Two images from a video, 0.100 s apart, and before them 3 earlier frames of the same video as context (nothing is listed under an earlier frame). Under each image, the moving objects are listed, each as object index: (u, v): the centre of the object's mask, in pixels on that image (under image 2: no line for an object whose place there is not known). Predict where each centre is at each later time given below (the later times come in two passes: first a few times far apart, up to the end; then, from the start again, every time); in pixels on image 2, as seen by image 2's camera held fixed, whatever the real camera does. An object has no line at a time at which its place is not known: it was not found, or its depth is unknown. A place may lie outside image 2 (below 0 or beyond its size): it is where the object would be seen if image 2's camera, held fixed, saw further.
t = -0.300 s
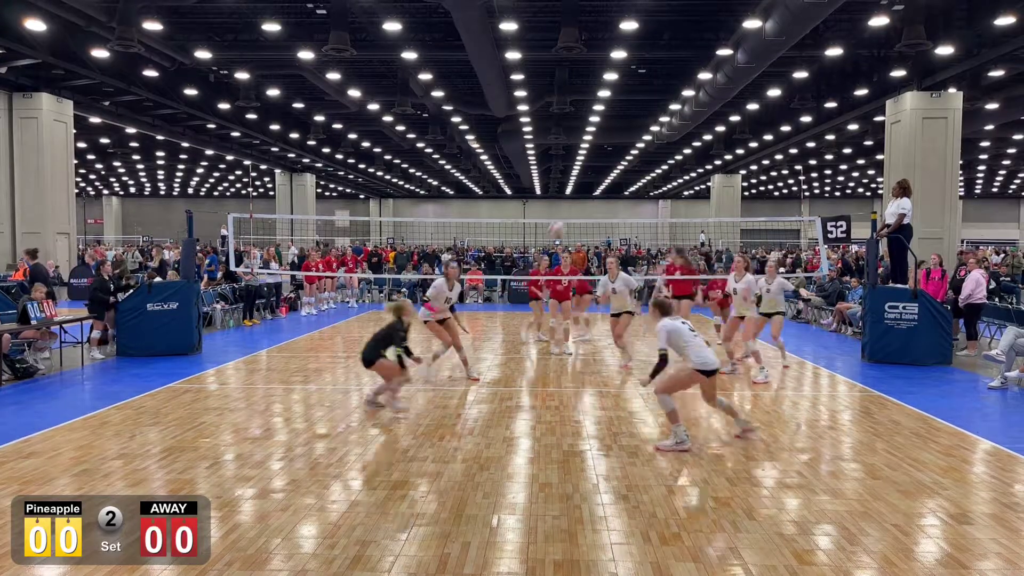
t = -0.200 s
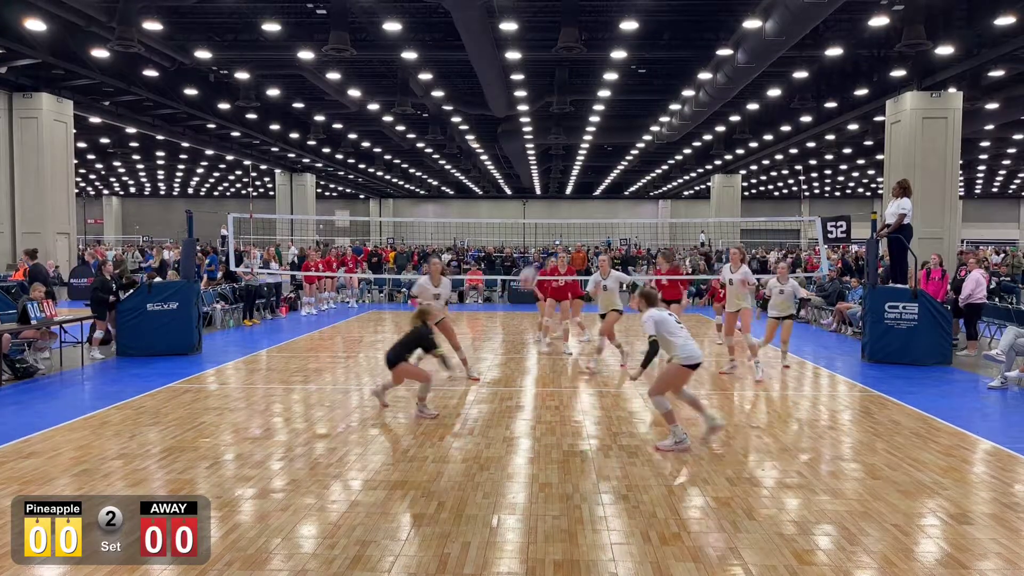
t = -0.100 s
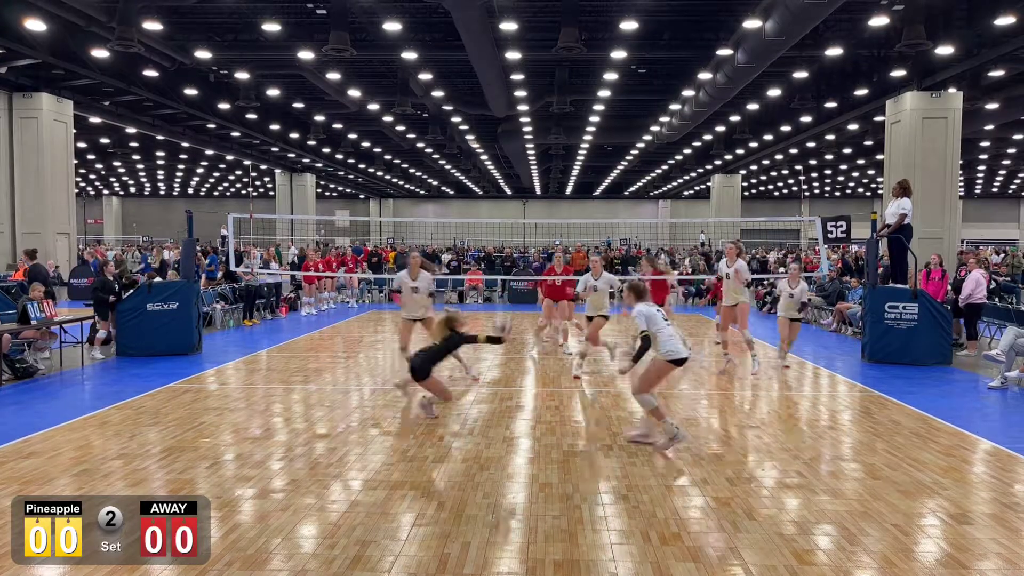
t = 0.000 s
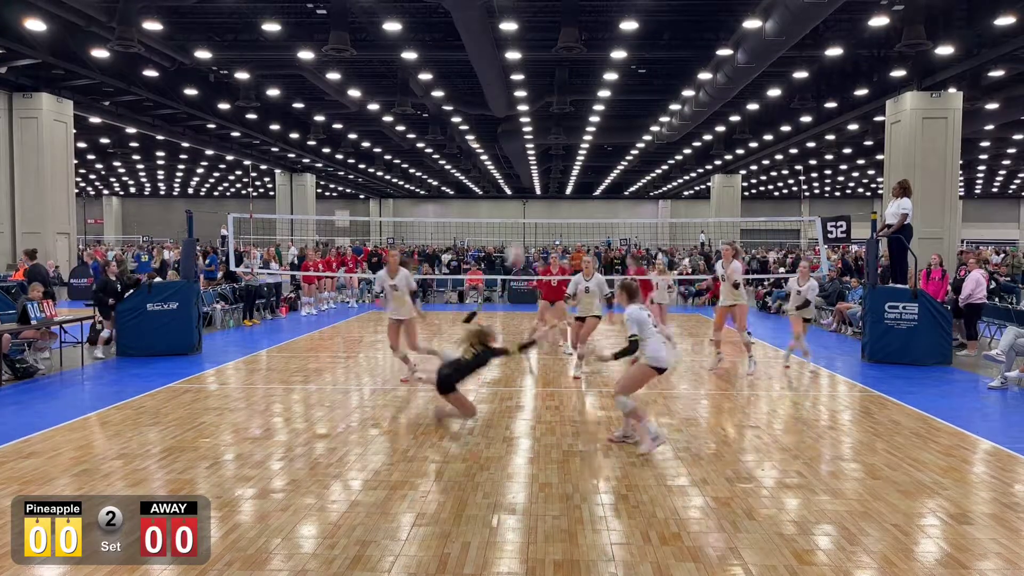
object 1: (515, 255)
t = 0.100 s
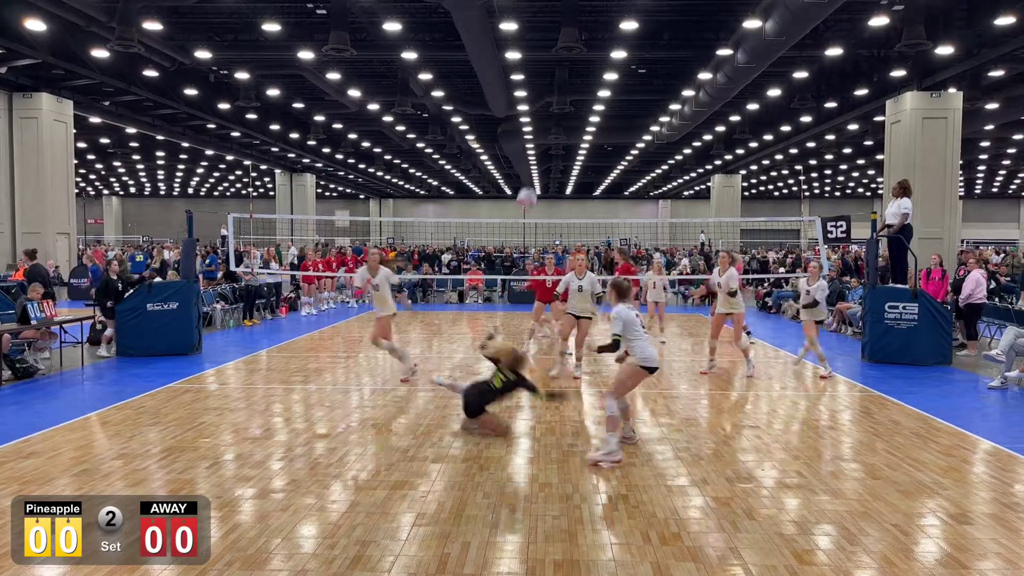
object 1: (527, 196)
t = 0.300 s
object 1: (546, 117)
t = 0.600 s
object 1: (568, 80)
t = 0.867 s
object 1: (583, 108)
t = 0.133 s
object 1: (527, 183)
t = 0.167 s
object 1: (533, 167)
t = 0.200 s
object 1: (538, 153)
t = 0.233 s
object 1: (540, 141)
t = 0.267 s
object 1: (544, 128)
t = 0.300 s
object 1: (546, 117)
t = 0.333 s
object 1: (548, 109)
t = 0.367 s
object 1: (551, 102)
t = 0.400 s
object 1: (554, 95)
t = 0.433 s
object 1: (556, 92)
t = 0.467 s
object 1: (558, 84)
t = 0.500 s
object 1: (561, 81)
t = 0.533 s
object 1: (563, 81)
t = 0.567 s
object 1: (565, 80)
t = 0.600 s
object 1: (568, 80)
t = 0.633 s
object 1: (570, 80)
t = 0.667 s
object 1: (572, 77)
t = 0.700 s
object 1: (574, 84)
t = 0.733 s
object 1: (576, 87)
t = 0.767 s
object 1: (577, 91)
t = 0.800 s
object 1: (580, 96)
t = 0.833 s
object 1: (581, 101)
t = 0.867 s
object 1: (583, 108)
